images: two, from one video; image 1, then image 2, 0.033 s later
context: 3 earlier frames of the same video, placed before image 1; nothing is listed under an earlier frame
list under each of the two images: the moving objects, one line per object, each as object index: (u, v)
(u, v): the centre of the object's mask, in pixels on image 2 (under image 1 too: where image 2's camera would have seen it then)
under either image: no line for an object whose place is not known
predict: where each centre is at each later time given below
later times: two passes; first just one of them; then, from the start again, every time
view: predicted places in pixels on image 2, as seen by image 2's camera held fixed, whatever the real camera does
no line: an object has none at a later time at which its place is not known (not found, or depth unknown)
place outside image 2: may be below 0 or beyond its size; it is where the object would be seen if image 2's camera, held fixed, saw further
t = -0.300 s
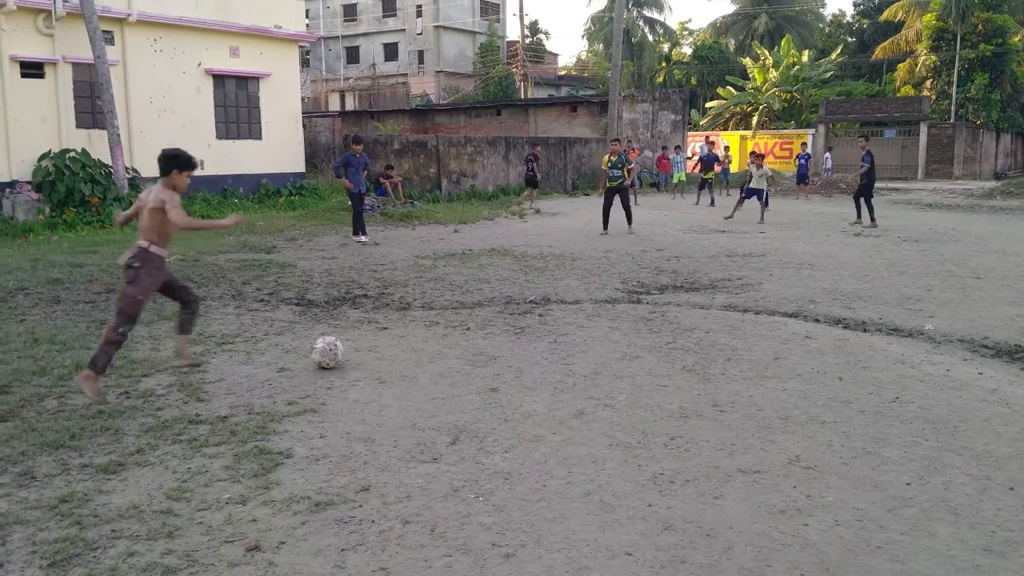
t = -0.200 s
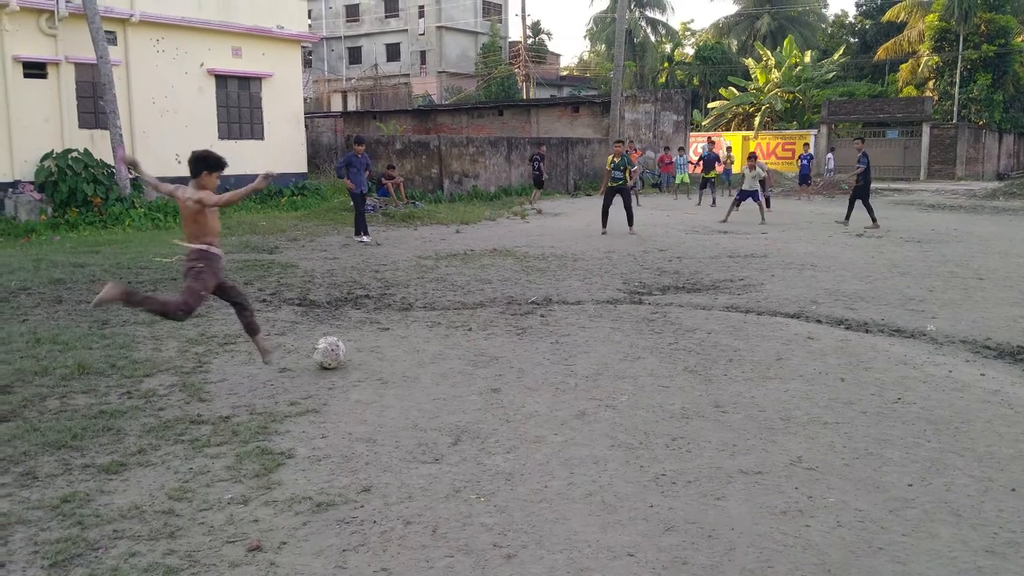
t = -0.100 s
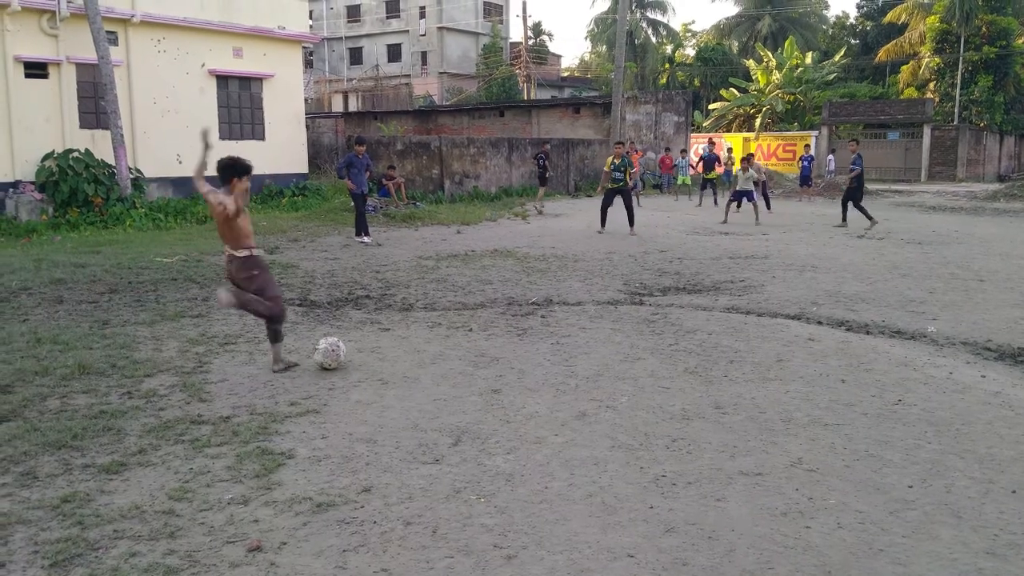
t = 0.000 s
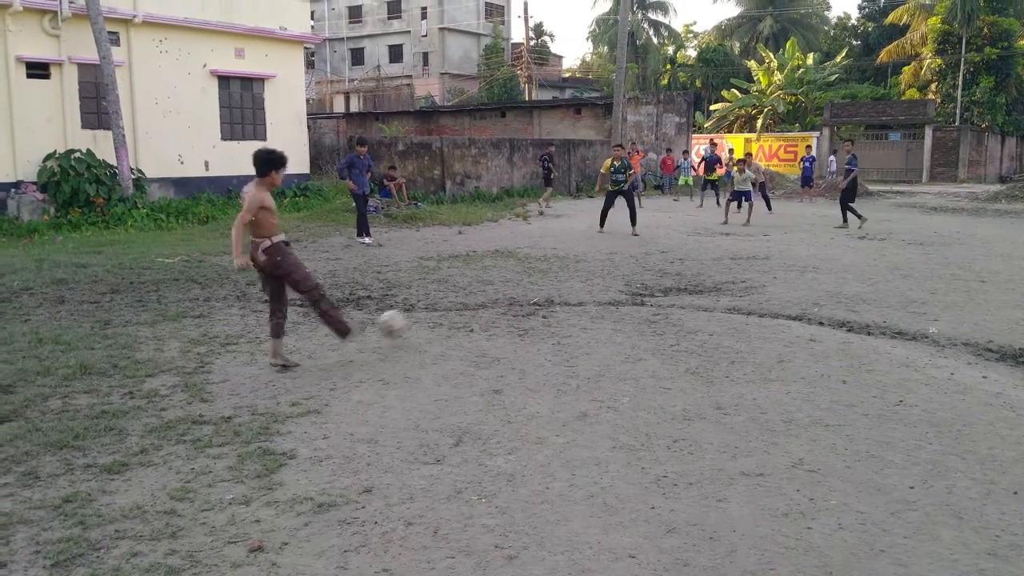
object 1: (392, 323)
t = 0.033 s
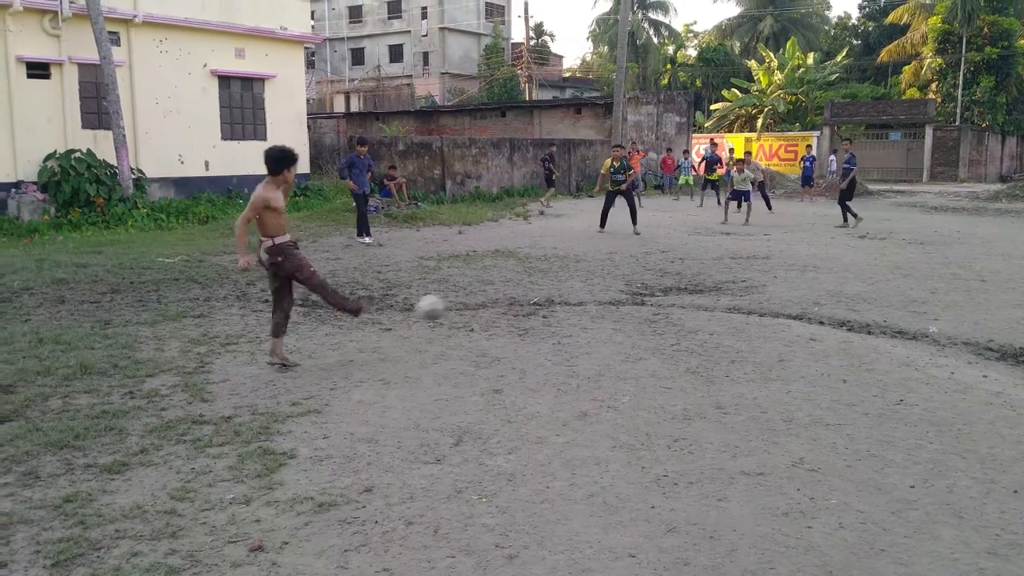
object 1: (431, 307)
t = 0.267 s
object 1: (581, 259)
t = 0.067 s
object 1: (462, 295)
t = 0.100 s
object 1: (489, 285)
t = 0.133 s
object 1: (512, 276)
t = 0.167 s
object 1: (532, 270)
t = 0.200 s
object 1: (551, 265)
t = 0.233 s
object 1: (566, 261)
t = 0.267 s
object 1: (581, 259)
